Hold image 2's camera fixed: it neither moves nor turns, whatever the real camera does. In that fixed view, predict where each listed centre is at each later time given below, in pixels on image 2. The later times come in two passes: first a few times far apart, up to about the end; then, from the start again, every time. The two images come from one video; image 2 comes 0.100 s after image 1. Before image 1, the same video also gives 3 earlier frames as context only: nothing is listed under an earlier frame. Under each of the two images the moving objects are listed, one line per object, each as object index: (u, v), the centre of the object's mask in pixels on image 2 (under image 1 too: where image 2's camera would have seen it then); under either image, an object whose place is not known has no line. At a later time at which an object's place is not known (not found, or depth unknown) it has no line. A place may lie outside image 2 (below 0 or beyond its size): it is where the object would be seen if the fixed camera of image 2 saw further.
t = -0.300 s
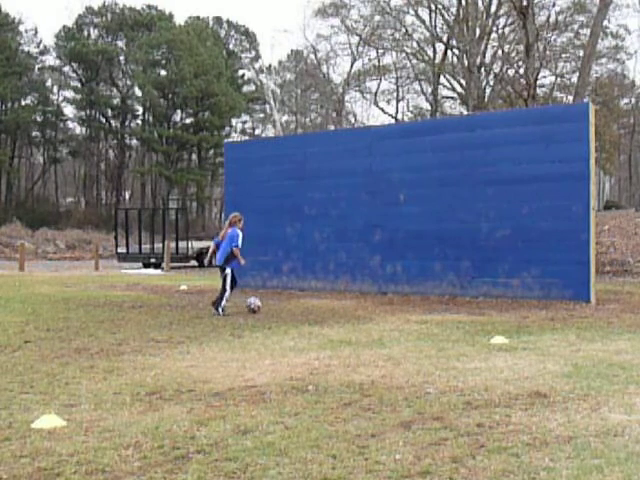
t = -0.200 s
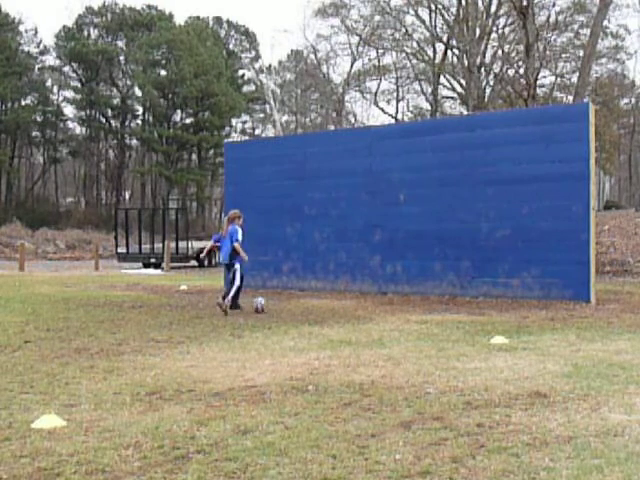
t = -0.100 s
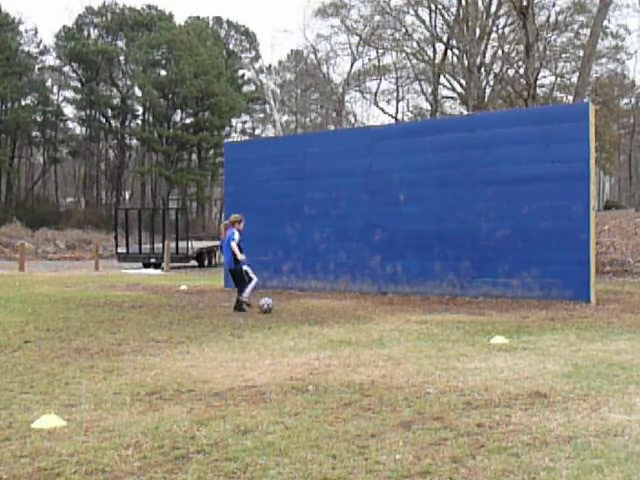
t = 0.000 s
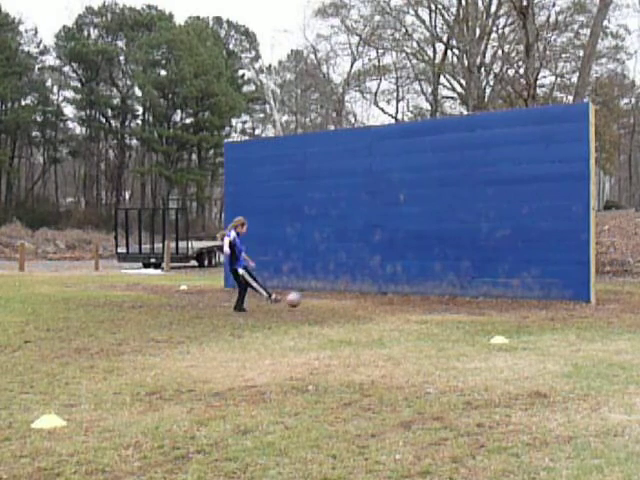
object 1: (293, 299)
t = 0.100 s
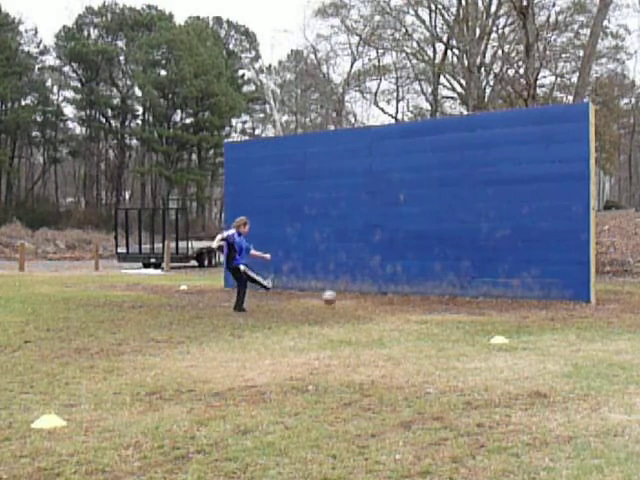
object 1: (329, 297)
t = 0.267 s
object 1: (376, 292)
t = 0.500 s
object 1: (409, 287)
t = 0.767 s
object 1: (388, 293)
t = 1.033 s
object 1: (377, 297)
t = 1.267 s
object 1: (367, 298)
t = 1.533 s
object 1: (357, 300)
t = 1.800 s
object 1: (347, 301)
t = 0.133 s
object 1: (340, 298)
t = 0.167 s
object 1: (350, 298)
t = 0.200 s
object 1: (359, 296)
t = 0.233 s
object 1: (367, 293)
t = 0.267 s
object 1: (376, 292)
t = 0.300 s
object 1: (384, 291)
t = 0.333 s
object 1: (392, 291)
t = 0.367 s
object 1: (400, 292)
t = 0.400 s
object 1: (407, 292)
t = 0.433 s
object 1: (413, 290)
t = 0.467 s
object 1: (414, 288)
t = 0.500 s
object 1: (409, 287)
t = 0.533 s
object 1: (407, 287)
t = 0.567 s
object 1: (404, 288)
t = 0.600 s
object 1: (400, 289)
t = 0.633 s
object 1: (397, 292)
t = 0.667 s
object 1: (394, 294)
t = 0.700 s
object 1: (392, 294)
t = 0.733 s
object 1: (390, 293)
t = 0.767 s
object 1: (388, 293)
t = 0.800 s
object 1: (386, 294)
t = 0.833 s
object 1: (385, 295)
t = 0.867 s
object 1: (384, 296)
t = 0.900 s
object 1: (382, 296)
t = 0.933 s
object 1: (380, 295)
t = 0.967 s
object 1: (380, 296)
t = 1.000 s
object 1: (379, 296)
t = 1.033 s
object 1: (377, 297)
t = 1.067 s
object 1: (376, 297)
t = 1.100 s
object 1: (375, 297)
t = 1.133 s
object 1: (373, 298)
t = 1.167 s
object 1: (371, 297)
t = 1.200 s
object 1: (370, 298)
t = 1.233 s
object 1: (368, 298)
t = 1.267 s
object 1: (367, 298)
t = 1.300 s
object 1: (366, 298)
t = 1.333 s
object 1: (365, 299)
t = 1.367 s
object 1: (364, 298)
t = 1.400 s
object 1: (362, 299)
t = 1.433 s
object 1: (361, 299)
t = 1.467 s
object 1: (360, 300)
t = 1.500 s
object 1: (359, 299)
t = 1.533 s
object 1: (357, 300)
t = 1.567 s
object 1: (355, 300)
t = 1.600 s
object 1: (354, 300)
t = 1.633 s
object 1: (353, 300)
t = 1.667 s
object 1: (352, 300)
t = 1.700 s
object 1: (350, 300)
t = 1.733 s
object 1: (350, 300)
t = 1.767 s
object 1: (349, 300)
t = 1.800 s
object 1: (347, 301)
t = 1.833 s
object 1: (346, 301)
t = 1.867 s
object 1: (345, 301)
